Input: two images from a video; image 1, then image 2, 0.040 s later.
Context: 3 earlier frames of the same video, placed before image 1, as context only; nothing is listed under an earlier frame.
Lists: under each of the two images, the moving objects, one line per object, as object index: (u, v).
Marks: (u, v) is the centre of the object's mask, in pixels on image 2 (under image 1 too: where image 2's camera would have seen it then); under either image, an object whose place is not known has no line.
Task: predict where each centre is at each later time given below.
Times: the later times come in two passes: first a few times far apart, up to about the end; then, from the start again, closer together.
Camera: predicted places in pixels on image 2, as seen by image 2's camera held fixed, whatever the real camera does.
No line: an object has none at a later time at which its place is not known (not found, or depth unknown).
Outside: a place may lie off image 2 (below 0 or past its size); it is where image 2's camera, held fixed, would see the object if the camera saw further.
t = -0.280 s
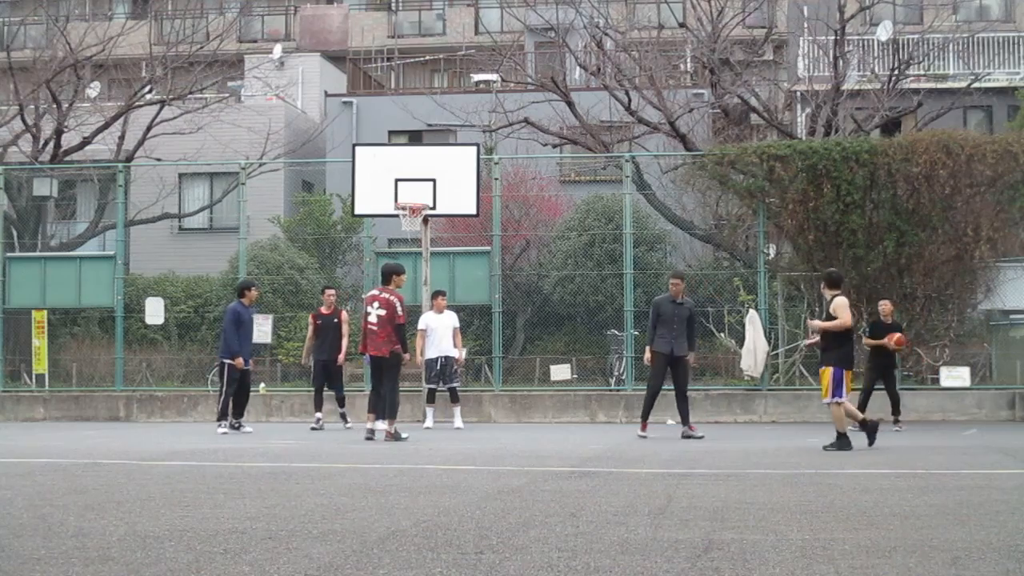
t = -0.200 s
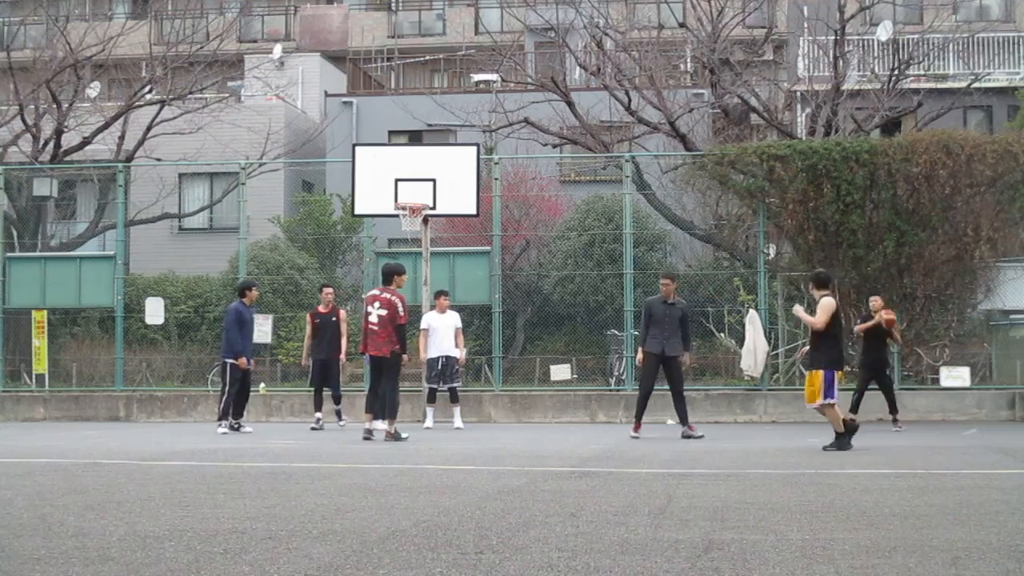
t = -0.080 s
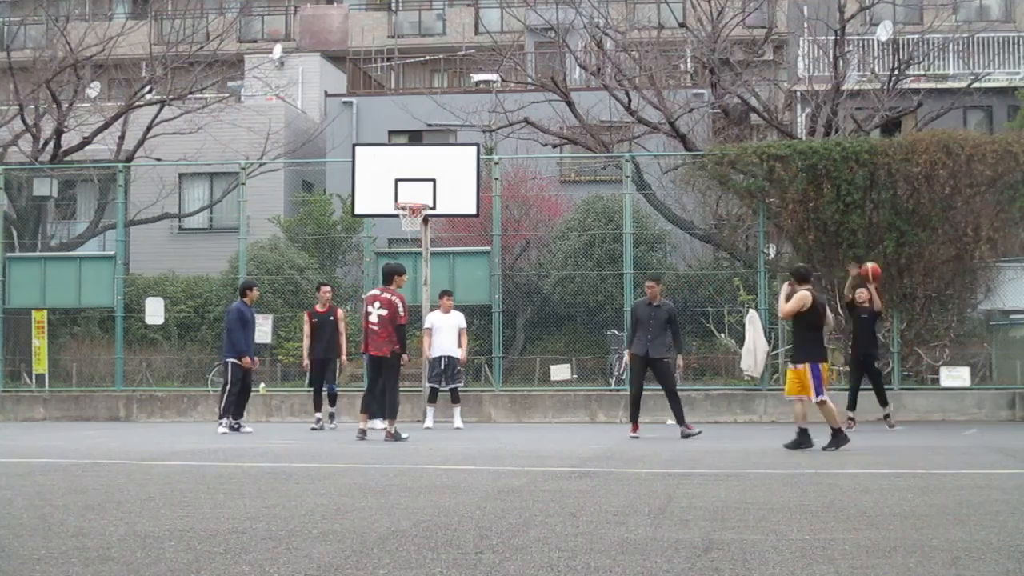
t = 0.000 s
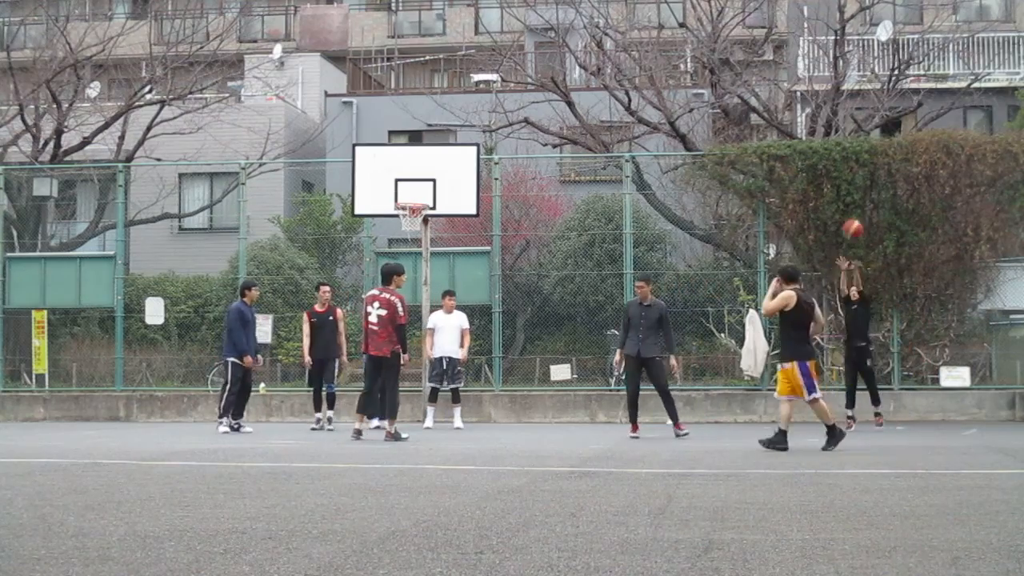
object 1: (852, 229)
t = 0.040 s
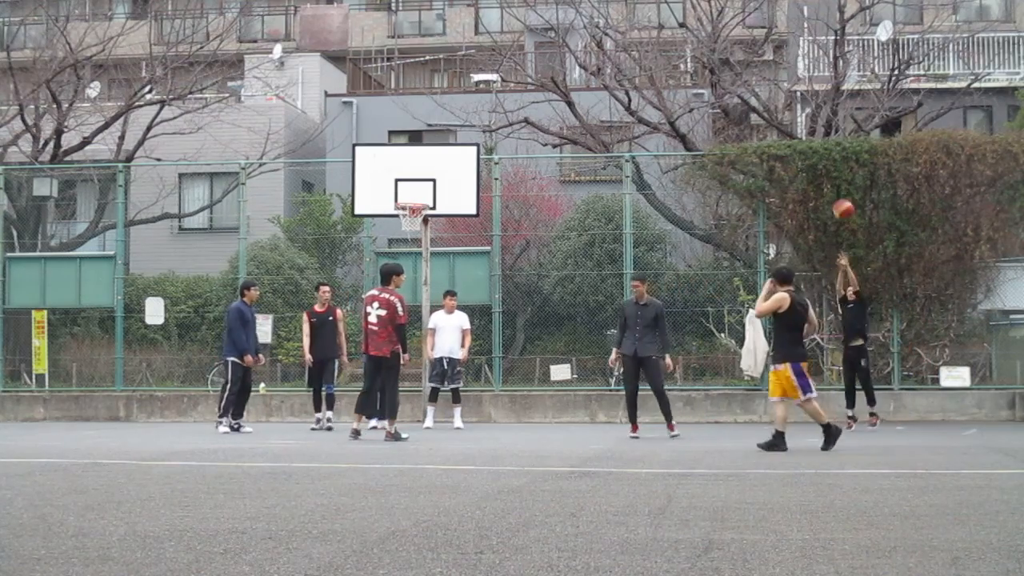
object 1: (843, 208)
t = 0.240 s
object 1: (794, 125)
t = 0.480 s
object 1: (731, 63)
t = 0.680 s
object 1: (673, 47)
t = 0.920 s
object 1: (596, 77)
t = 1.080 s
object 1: (538, 132)
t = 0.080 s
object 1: (834, 190)
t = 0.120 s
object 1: (825, 172)
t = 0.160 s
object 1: (815, 156)
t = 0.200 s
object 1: (806, 140)
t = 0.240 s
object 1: (794, 125)
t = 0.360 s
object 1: (763, 88)
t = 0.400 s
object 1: (753, 79)
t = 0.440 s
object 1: (742, 71)
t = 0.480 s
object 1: (731, 63)
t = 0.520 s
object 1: (720, 57)
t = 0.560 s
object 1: (709, 52)
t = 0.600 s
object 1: (697, 49)
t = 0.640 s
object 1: (685, 48)
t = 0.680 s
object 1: (673, 47)
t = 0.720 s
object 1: (661, 48)
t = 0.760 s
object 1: (649, 50)
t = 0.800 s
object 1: (635, 54)
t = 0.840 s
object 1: (624, 60)
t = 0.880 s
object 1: (609, 67)
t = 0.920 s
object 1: (596, 77)
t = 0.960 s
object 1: (581, 88)
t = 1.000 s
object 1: (568, 101)
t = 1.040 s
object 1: (553, 115)
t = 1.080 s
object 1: (538, 132)
